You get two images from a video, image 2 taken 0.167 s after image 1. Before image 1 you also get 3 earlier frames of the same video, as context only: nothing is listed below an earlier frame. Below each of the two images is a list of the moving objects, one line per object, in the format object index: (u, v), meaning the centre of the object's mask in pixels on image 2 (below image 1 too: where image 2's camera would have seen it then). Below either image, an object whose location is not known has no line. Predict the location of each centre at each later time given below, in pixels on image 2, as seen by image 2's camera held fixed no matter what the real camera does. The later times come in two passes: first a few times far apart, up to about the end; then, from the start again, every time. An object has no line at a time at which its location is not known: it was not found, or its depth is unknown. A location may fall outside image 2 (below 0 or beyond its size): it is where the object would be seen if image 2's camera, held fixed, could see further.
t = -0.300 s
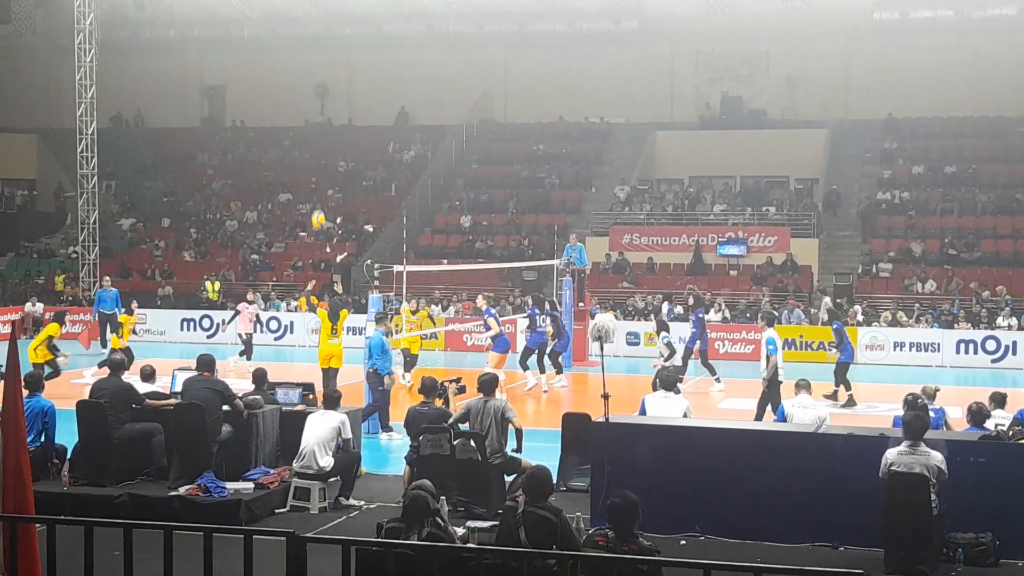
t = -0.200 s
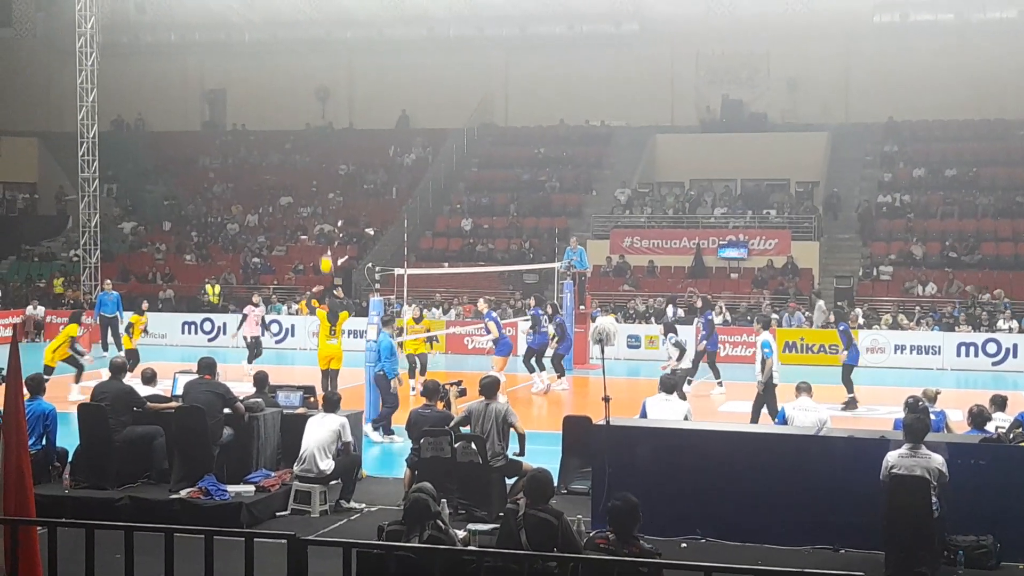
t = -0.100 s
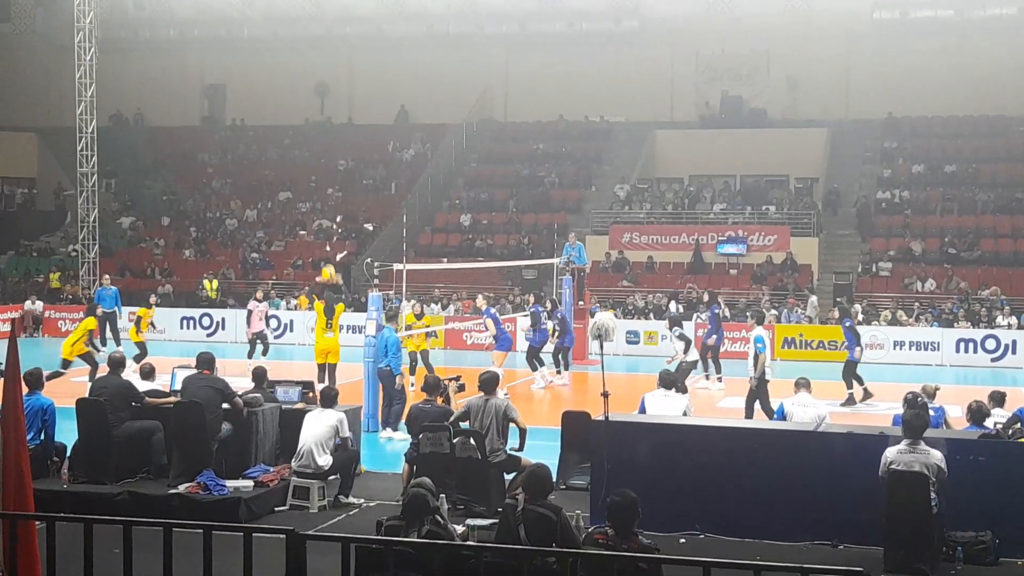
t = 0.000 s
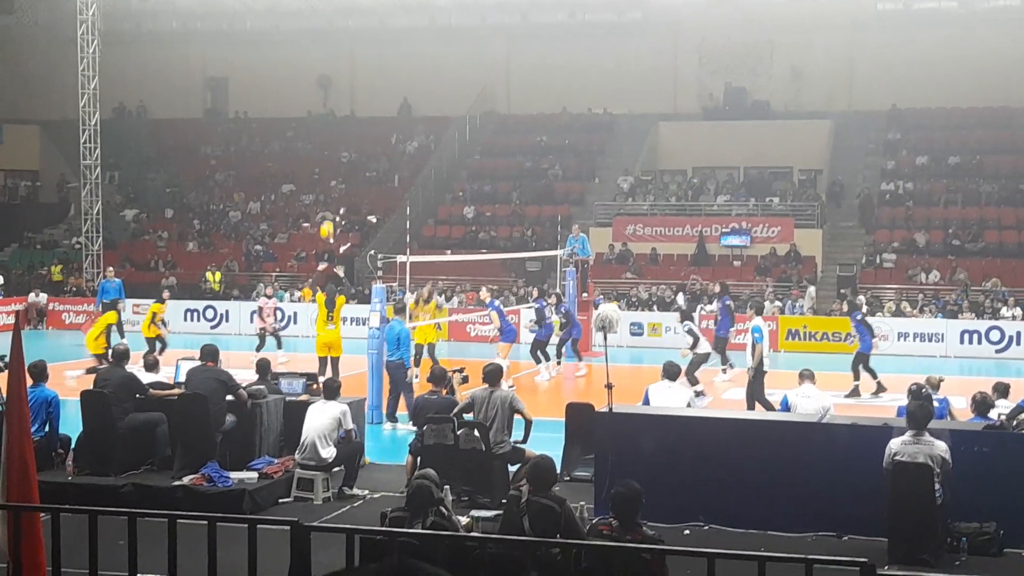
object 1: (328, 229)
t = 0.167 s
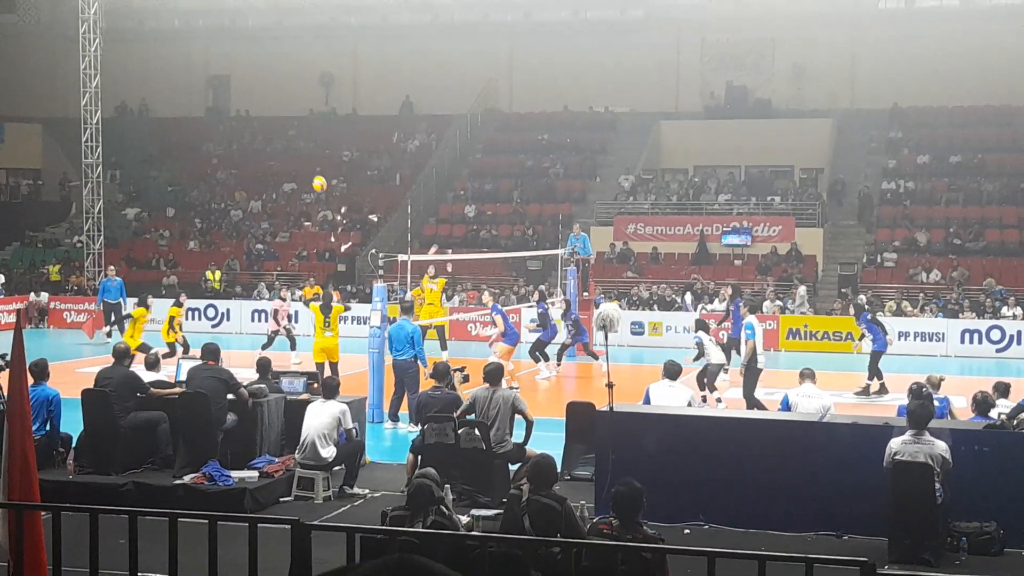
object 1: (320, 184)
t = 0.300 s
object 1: (313, 161)
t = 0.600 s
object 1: (297, 150)
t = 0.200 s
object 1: (318, 177)
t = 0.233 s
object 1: (316, 171)
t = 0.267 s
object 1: (314, 166)
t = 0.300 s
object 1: (313, 161)
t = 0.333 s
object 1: (311, 157)
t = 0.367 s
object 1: (309, 153)
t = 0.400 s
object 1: (307, 151)
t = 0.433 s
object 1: (306, 149)
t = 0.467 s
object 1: (304, 148)
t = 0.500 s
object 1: (302, 147)
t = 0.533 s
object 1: (301, 147)
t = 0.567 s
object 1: (299, 148)
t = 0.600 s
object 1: (297, 150)
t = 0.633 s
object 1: (296, 152)
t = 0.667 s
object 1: (294, 155)
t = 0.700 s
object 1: (293, 159)
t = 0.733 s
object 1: (291, 163)
